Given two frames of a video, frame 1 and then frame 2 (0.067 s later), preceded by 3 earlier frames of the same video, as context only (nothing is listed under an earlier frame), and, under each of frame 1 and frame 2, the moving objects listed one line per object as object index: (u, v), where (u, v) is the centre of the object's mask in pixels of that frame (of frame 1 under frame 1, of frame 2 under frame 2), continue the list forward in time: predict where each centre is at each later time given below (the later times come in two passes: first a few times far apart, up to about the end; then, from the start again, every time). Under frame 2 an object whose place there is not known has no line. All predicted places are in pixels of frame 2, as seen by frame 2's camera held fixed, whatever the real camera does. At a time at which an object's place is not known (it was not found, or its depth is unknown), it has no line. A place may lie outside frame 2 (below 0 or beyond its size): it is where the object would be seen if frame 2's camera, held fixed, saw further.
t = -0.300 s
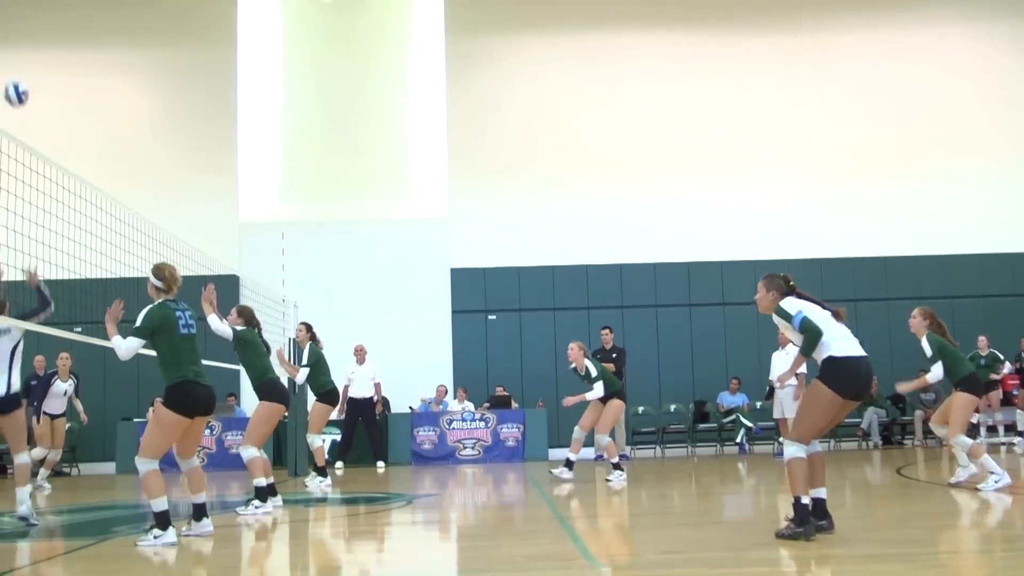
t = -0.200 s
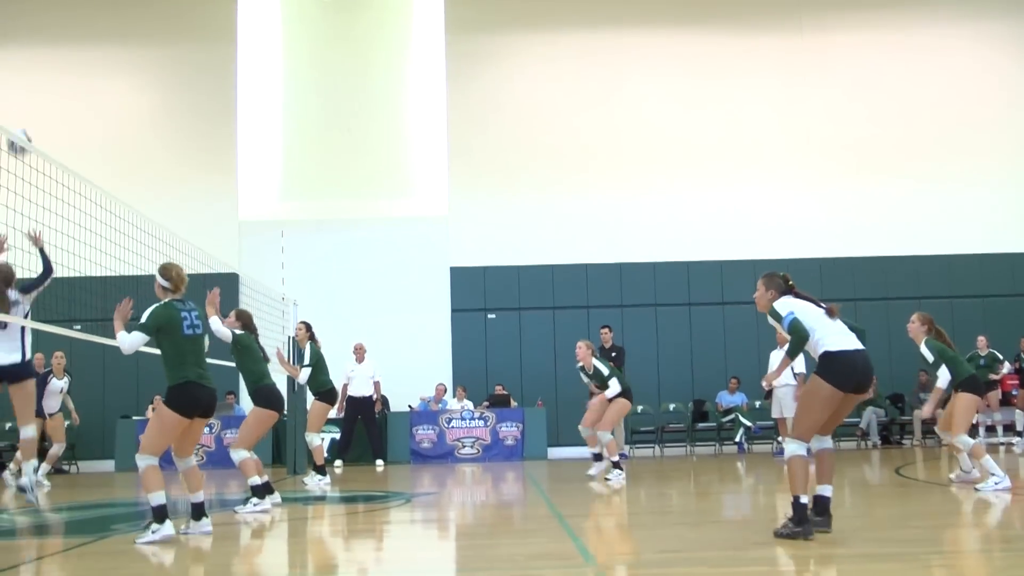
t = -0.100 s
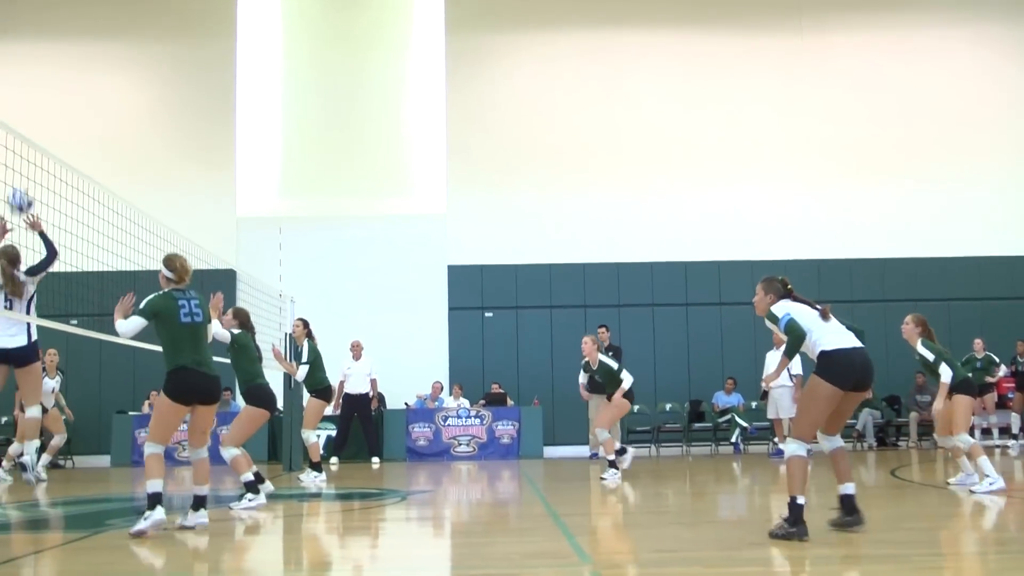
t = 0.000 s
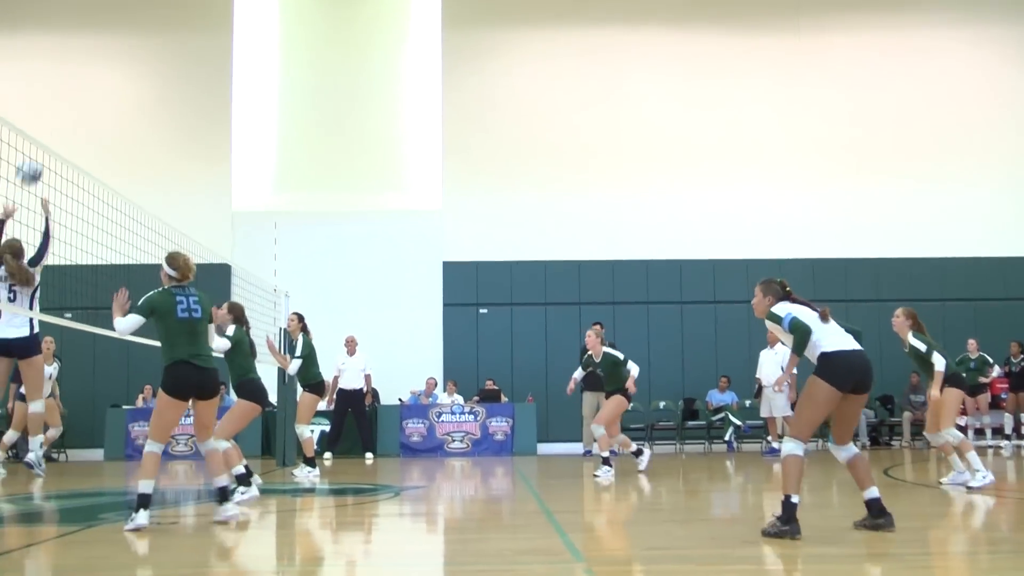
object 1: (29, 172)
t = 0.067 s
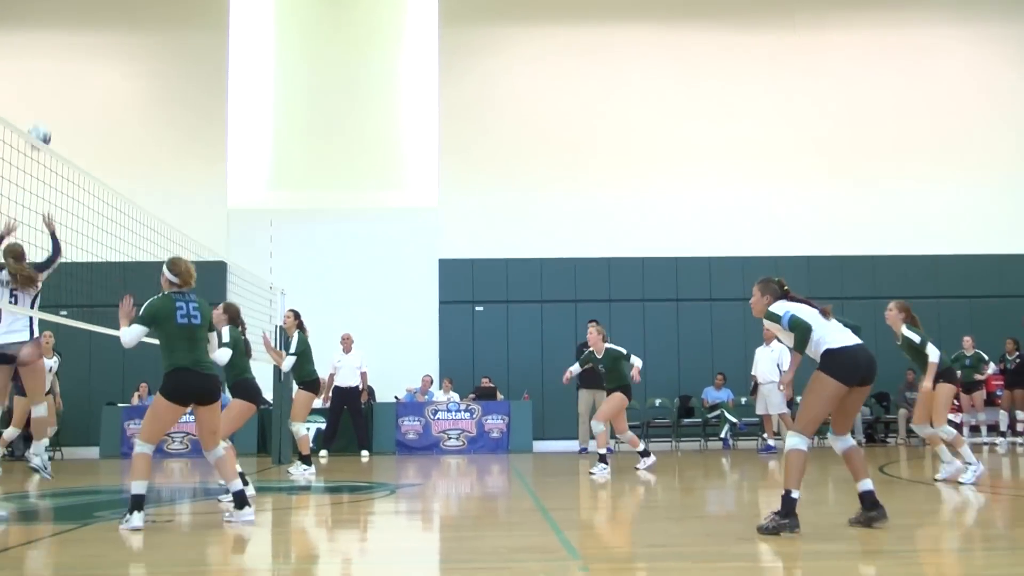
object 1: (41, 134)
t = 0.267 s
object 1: (78, 83)
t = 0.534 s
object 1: (118, 78)
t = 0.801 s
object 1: (147, 134)
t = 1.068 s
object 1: (170, 236)
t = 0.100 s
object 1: (46, 124)
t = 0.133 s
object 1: (52, 113)
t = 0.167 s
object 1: (59, 104)
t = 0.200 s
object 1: (66, 95)
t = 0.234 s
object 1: (72, 89)
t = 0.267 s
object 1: (78, 83)
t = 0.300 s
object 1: (84, 78)
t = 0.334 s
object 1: (89, 75)
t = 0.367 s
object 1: (95, 73)
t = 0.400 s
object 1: (100, 72)
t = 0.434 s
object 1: (104, 72)
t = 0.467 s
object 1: (109, 73)
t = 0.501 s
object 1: (113, 75)
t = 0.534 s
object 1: (118, 78)
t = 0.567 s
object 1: (122, 82)
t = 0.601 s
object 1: (126, 87)
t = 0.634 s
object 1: (129, 93)
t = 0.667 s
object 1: (133, 99)
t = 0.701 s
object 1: (137, 107)
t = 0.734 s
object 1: (140, 115)
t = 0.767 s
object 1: (144, 124)
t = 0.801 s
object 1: (147, 134)
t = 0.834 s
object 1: (151, 145)
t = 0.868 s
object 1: (154, 155)
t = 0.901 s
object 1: (157, 167)
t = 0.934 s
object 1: (159, 180)
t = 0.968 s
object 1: (162, 193)
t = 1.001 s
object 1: (165, 207)
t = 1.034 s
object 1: (169, 218)
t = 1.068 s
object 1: (170, 236)
